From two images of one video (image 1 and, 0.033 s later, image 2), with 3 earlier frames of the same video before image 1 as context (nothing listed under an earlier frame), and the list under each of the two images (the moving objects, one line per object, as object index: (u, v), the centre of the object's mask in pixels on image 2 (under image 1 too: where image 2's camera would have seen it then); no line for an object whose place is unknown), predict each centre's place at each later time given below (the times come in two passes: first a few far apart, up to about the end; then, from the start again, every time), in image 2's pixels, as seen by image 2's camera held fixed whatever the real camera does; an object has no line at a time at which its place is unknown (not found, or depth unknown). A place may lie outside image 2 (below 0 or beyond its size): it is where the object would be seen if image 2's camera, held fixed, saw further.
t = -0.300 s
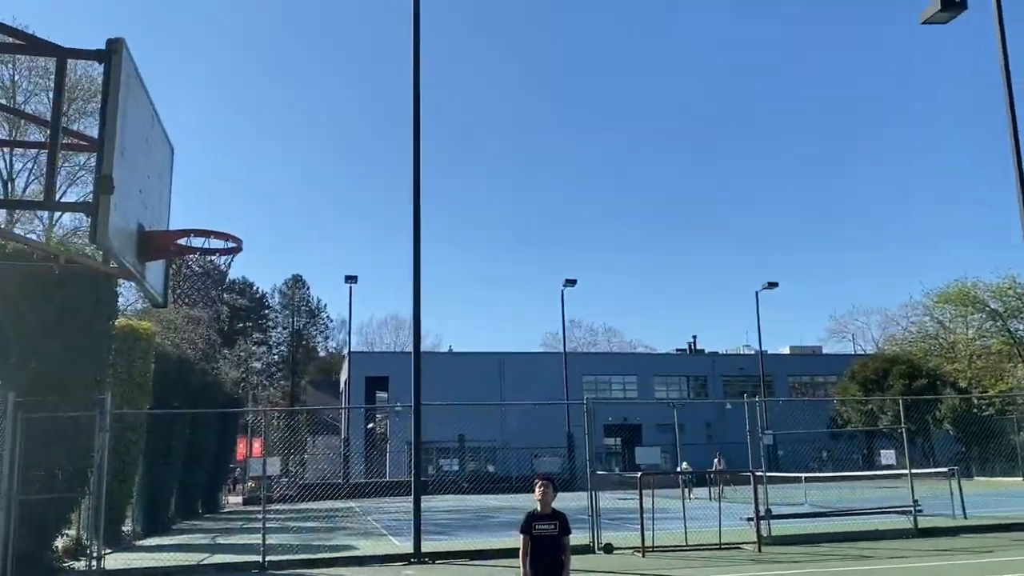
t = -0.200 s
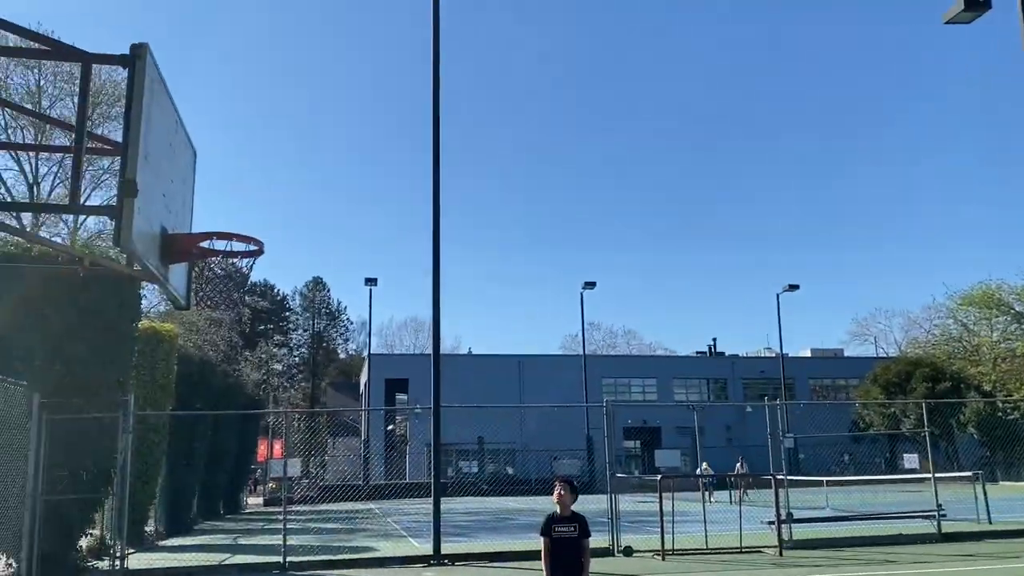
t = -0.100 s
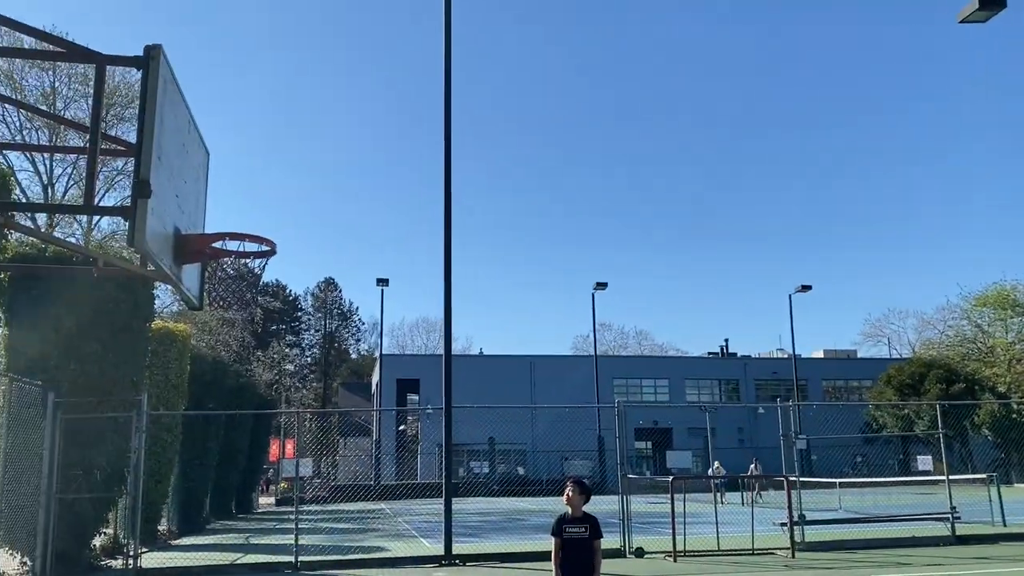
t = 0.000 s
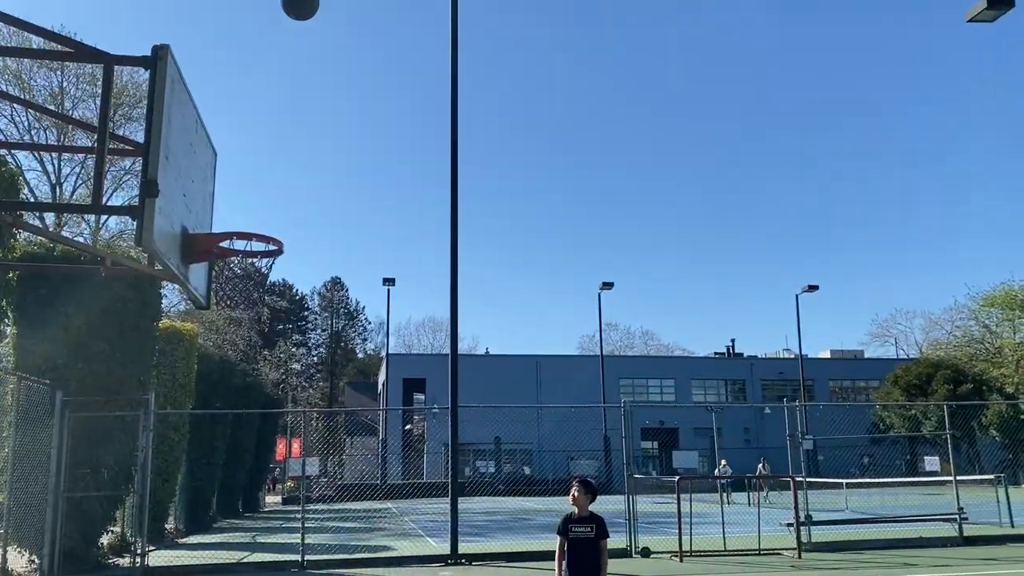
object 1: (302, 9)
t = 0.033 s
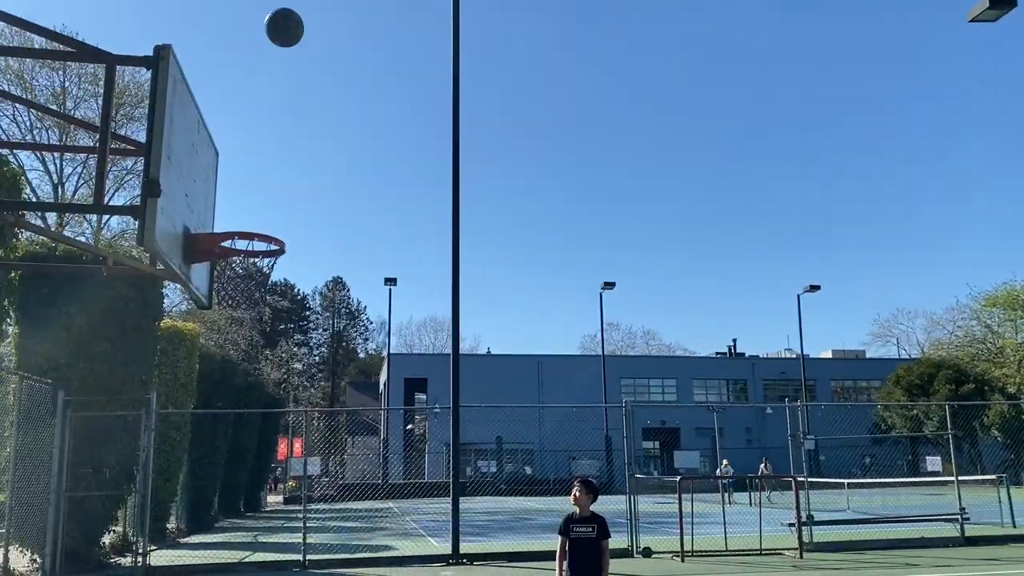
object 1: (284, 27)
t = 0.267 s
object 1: (224, 214)
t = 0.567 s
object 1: (353, 114)
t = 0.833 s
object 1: (456, 131)
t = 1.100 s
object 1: (552, 241)
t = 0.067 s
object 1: (267, 55)
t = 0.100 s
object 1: (250, 85)
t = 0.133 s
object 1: (233, 115)
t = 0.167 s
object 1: (217, 147)
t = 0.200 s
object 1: (200, 179)
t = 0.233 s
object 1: (211, 202)
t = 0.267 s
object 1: (224, 214)
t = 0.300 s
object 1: (240, 196)
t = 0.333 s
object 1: (254, 180)
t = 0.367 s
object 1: (269, 166)
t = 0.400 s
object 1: (284, 153)
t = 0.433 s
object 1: (298, 142)
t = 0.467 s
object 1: (312, 133)
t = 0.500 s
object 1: (326, 125)
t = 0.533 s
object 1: (340, 118)
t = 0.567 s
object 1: (353, 114)
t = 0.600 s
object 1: (367, 111)
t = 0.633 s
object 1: (380, 110)
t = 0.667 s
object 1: (393, 110)
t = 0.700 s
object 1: (405, 111)
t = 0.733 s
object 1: (418, 114)
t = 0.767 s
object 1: (431, 118)
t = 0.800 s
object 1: (442, 124)
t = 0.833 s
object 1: (456, 131)
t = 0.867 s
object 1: (468, 139)
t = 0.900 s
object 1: (481, 149)
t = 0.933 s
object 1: (493, 161)
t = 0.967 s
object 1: (505, 174)
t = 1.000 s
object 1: (517, 189)
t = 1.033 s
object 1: (528, 205)
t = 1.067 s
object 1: (540, 222)
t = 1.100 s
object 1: (552, 241)
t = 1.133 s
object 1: (564, 263)
